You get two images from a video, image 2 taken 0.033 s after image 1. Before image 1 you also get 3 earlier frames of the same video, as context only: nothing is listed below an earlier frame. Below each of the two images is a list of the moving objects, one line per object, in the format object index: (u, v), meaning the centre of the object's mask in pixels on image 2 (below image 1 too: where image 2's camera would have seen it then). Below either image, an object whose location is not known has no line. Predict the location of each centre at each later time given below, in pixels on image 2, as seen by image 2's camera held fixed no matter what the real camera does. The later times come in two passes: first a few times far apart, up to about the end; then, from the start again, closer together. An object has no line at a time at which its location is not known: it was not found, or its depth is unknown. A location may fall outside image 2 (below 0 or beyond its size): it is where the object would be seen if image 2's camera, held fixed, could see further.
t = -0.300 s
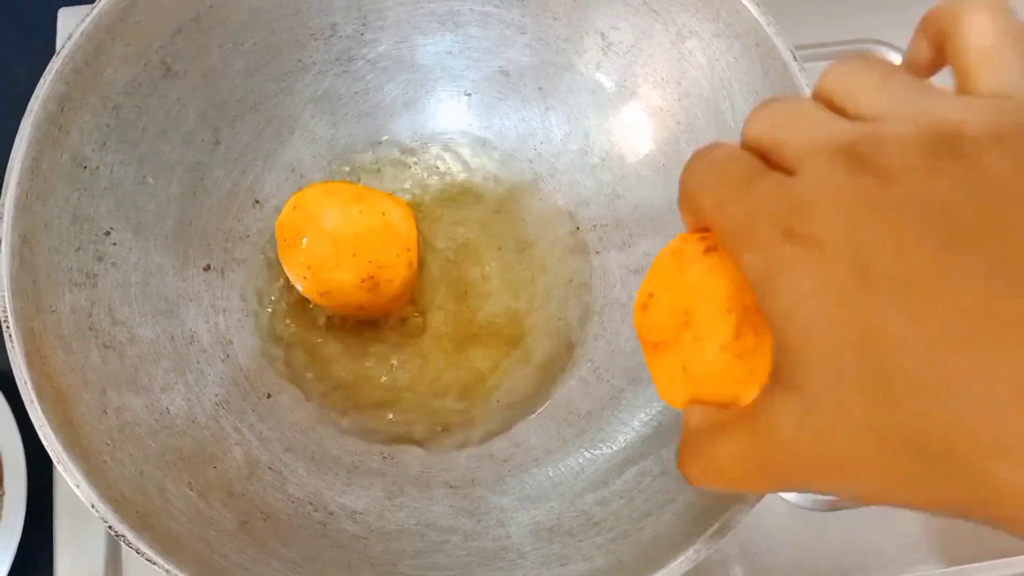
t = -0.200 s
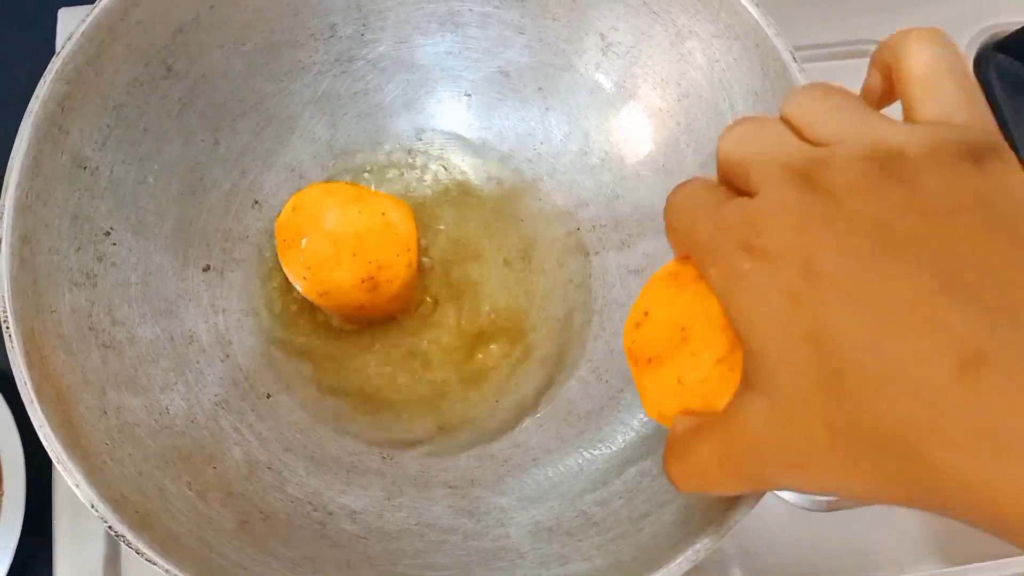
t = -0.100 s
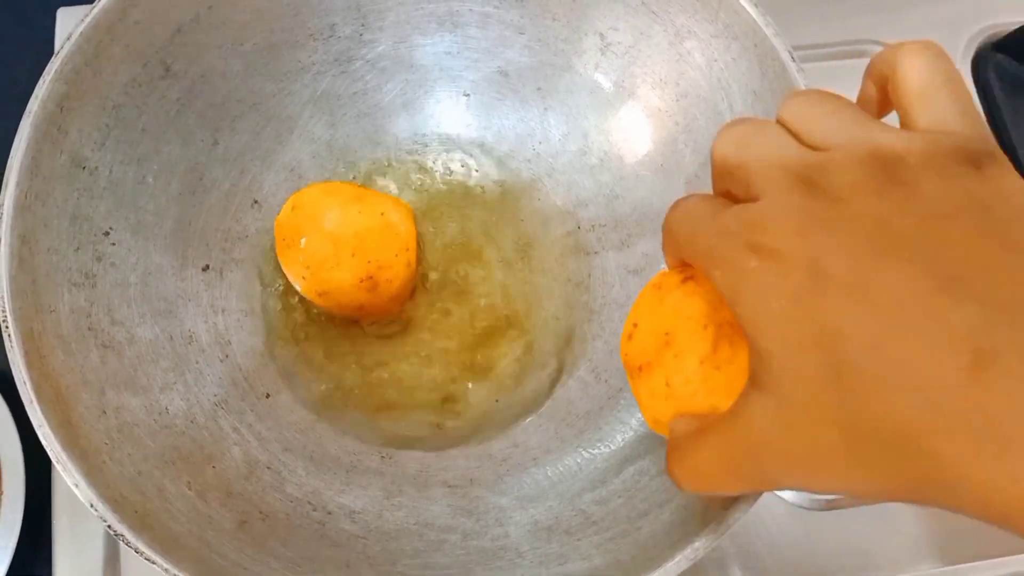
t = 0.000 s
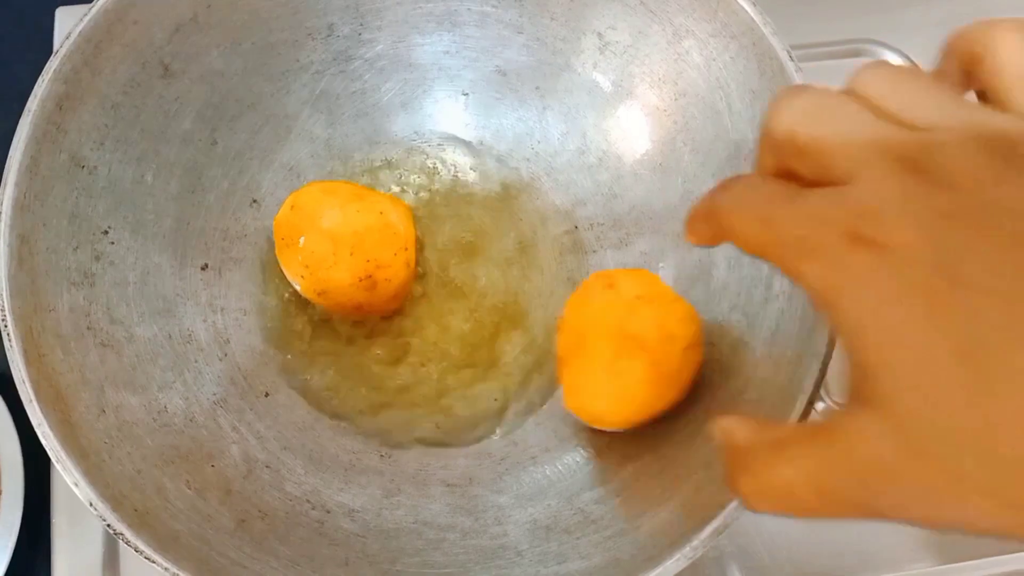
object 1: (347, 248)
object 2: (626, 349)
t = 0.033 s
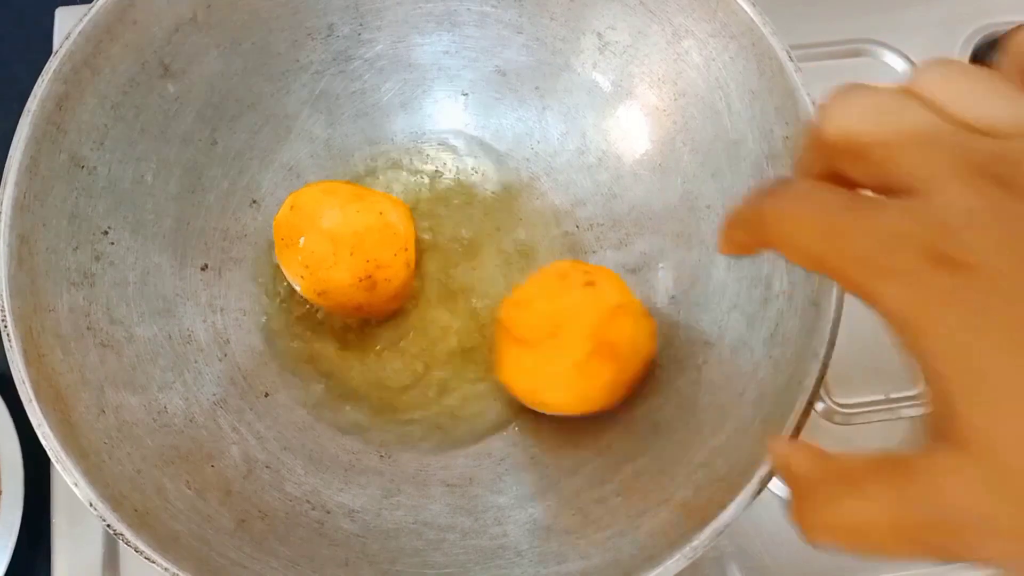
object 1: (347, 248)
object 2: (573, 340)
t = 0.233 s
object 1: (279, 207)
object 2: (420, 285)
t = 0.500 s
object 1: (291, 213)
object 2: (418, 286)
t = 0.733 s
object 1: (291, 214)
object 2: (417, 286)
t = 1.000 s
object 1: (291, 214)
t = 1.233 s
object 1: (291, 214)
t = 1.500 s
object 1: (291, 214)
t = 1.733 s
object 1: (291, 214)
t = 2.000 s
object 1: (291, 214)
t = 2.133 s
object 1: (291, 214)
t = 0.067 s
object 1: (347, 248)
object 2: (513, 318)
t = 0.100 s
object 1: (333, 240)
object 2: (472, 301)
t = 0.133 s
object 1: (303, 222)
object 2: (460, 294)
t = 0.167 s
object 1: (283, 211)
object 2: (446, 291)
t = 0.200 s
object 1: (276, 206)
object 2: (431, 288)
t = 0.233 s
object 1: (279, 207)
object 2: (420, 285)
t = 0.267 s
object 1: (286, 212)
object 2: (416, 284)
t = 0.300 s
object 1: (290, 212)
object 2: (416, 284)
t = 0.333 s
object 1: (291, 213)
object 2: (417, 284)
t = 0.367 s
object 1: (291, 213)
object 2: (417, 286)
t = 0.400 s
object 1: (291, 213)
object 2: (417, 286)
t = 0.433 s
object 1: (291, 213)
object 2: (417, 286)
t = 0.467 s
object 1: (291, 213)
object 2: (417, 286)
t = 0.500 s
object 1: (291, 213)
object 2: (418, 286)
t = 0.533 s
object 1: (291, 213)
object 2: (417, 286)
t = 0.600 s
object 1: (291, 213)
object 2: (417, 286)
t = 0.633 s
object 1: (291, 214)
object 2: (417, 286)
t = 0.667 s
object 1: (291, 214)
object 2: (417, 286)
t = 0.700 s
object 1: (291, 214)
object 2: (417, 286)
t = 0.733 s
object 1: (291, 214)
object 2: (417, 286)
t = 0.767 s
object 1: (291, 213)
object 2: (417, 286)
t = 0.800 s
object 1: (291, 214)
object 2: (417, 286)
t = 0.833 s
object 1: (291, 214)
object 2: (418, 286)
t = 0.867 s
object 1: (291, 214)
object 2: (417, 286)
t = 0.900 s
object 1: (291, 214)
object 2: (417, 286)
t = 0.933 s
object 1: (291, 214)
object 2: (417, 286)
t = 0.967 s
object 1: (291, 214)
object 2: (417, 286)
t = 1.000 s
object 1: (291, 214)
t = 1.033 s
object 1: (291, 214)
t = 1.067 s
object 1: (291, 214)
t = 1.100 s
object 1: (291, 214)
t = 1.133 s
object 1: (291, 214)
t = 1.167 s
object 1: (291, 214)
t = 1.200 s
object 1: (291, 213)
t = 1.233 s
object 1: (291, 214)
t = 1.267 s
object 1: (291, 214)
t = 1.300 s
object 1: (291, 214)
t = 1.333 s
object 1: (291, 214)
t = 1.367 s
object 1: (291, 214)
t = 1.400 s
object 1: (291, 214)
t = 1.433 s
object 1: (291, 214)
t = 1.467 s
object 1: (291, 214)
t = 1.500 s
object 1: (291, 214)
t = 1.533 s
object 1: (291, 215)
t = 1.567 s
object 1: (291, 214)
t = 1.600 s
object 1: (291, 214)
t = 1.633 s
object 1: (291, 214)
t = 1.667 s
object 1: (291, 214)
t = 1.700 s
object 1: (291, 214)
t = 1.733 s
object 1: (291, 214)
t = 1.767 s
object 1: (291, 214)
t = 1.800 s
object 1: (291, 214)
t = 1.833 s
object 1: (291, 214)
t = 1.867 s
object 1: (291, 214)
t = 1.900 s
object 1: (290, 214)
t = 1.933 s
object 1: (291, 214)
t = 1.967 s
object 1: (291, 214)
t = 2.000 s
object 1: (291, 214)
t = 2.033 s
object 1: (291, 214)
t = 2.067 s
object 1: (291, 214)
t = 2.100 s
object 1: (291, 214)
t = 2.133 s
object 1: (291, 214)
